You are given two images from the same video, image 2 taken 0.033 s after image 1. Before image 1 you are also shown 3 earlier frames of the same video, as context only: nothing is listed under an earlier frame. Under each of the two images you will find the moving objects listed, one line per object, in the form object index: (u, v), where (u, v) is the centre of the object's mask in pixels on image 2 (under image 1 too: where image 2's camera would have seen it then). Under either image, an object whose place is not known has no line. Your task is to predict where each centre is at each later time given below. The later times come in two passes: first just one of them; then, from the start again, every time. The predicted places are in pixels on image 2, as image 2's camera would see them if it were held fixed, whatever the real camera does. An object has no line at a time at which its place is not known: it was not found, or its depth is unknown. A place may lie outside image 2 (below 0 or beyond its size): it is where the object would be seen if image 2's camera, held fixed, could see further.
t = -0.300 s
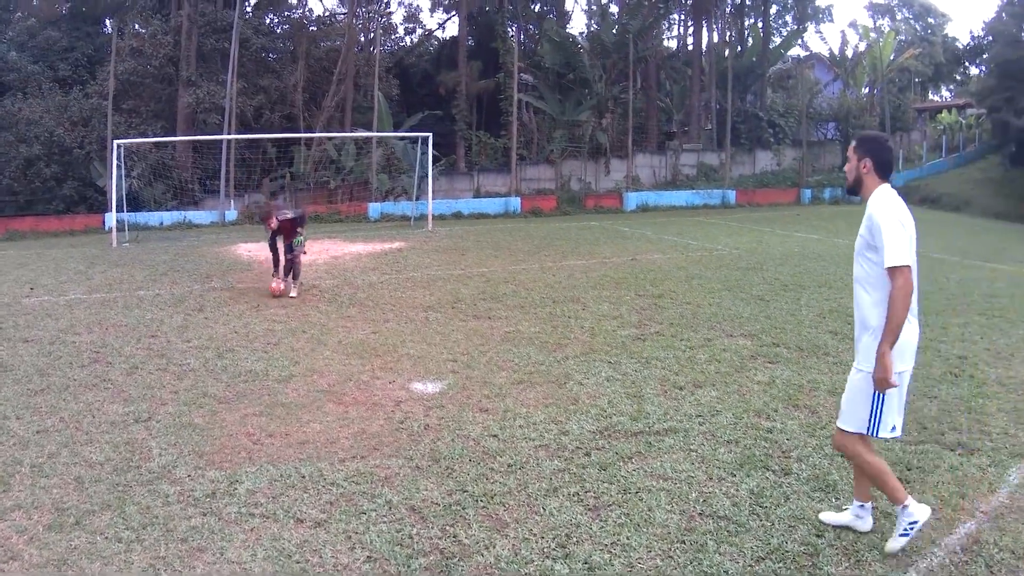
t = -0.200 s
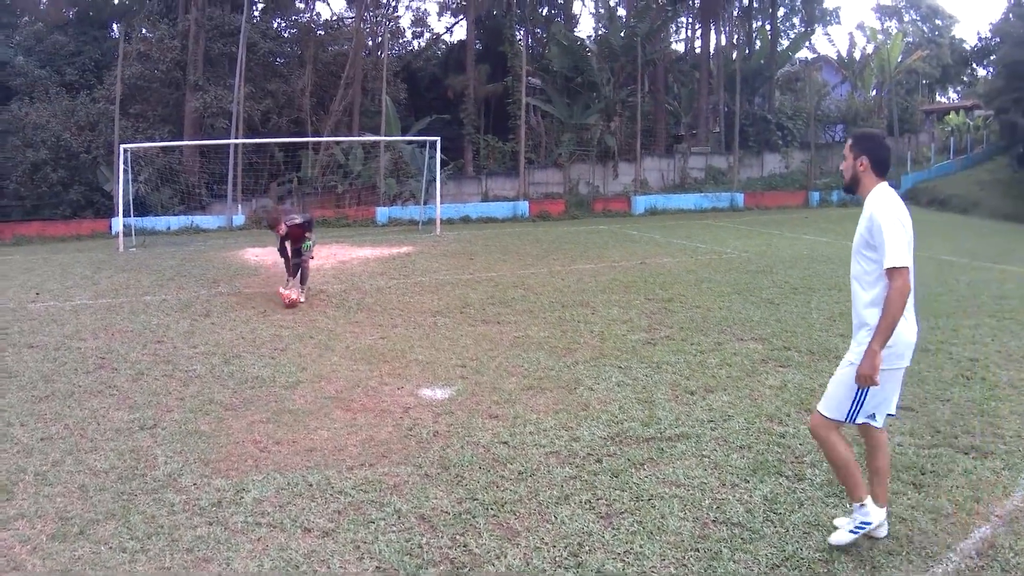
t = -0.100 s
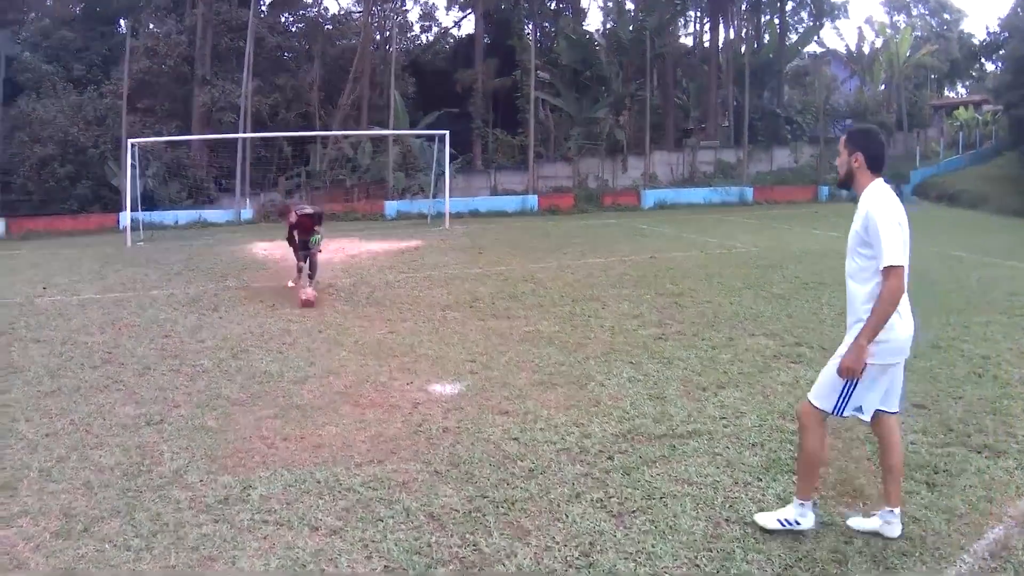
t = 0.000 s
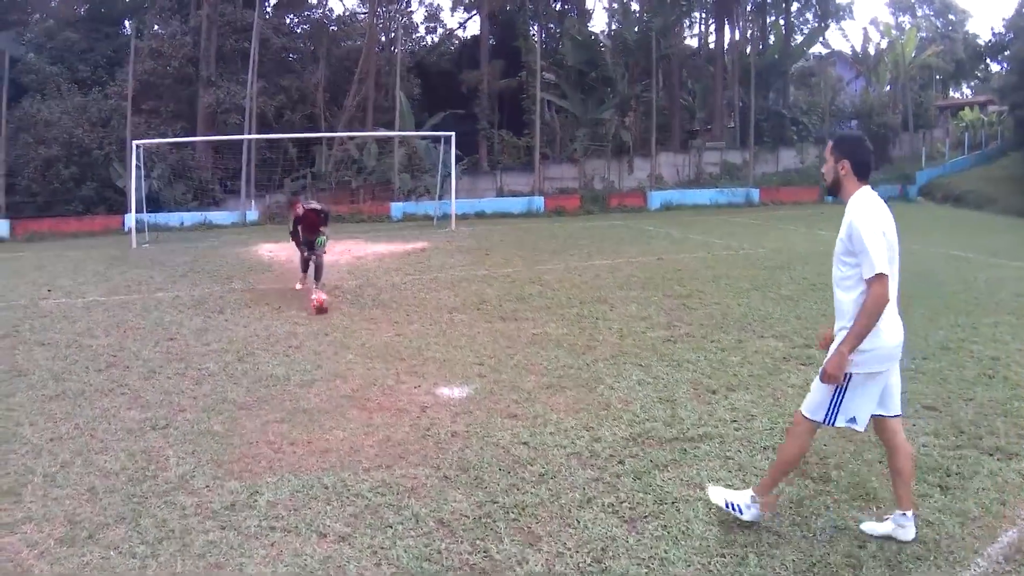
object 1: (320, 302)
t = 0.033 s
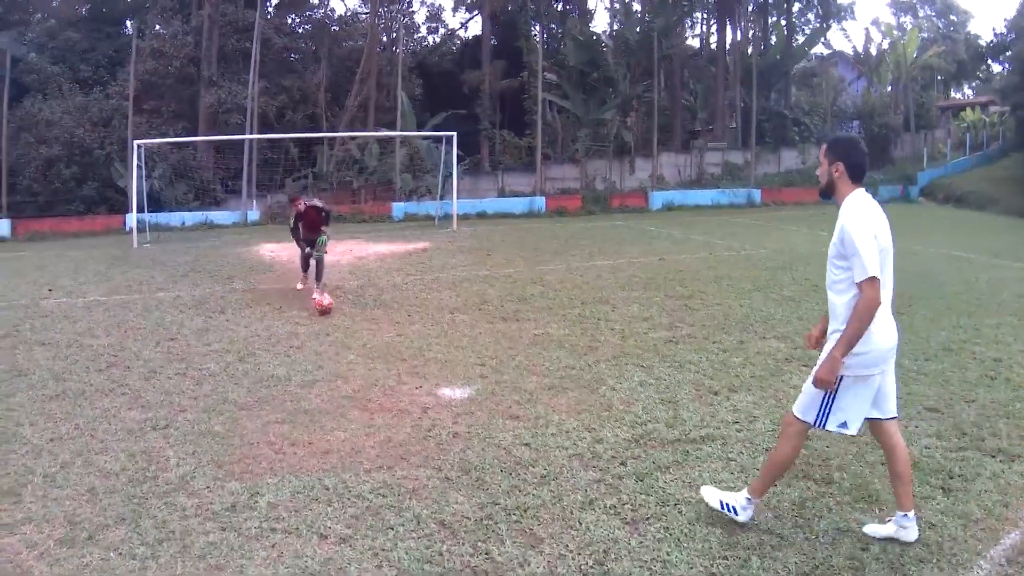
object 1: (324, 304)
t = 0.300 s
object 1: (344, 318)
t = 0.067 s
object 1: (327, 306)
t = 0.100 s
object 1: (330, 309)
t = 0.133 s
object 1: (331, 310)
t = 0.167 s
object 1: (333, 311)
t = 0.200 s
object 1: (337, 314)
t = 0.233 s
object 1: (339, 314)
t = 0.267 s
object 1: (341, 316)
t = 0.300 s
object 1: (344, 318)
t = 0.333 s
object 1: (346, 320)
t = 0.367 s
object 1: (349, 320)
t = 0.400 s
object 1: (352, 320)
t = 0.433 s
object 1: (354, 322)
